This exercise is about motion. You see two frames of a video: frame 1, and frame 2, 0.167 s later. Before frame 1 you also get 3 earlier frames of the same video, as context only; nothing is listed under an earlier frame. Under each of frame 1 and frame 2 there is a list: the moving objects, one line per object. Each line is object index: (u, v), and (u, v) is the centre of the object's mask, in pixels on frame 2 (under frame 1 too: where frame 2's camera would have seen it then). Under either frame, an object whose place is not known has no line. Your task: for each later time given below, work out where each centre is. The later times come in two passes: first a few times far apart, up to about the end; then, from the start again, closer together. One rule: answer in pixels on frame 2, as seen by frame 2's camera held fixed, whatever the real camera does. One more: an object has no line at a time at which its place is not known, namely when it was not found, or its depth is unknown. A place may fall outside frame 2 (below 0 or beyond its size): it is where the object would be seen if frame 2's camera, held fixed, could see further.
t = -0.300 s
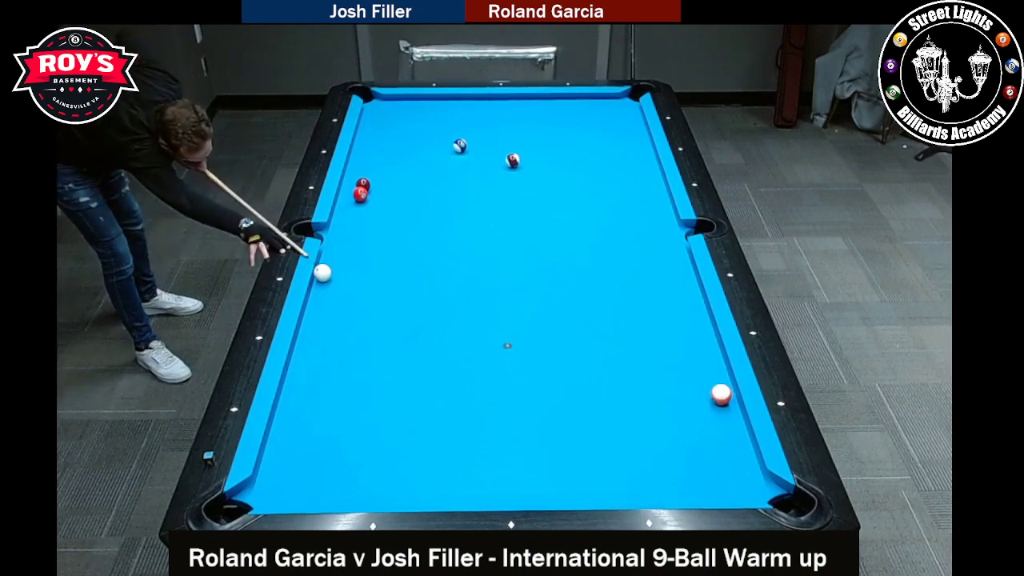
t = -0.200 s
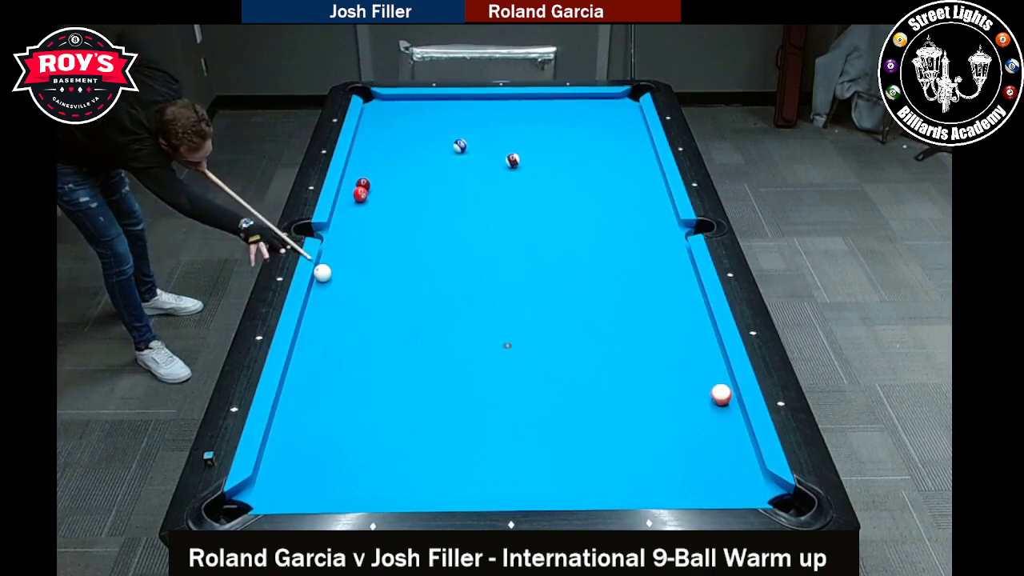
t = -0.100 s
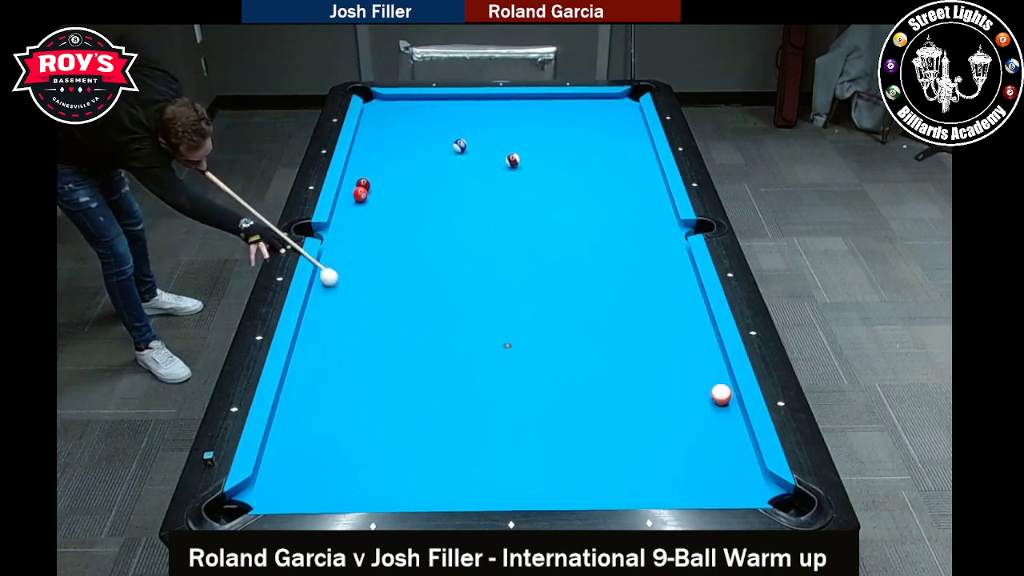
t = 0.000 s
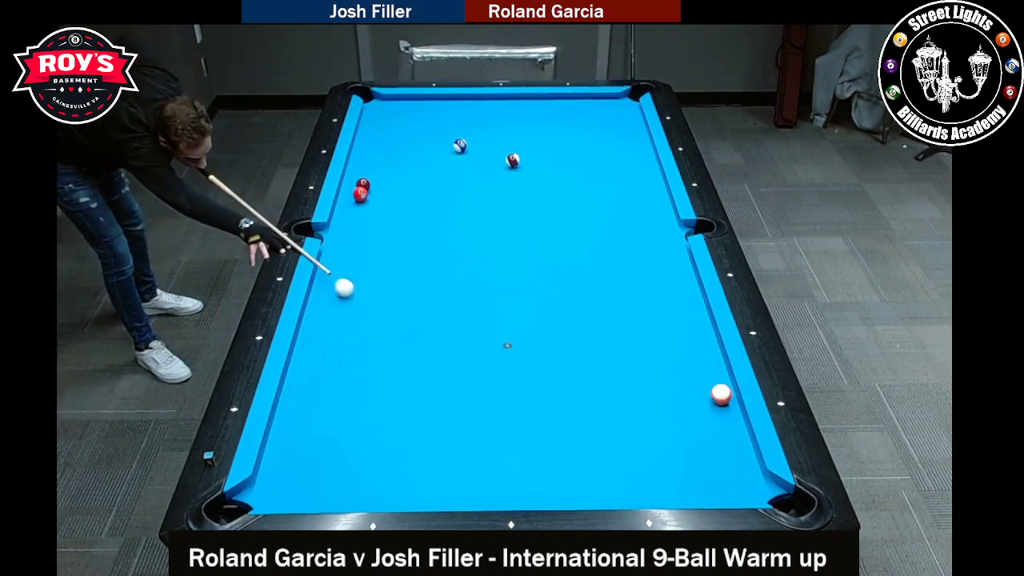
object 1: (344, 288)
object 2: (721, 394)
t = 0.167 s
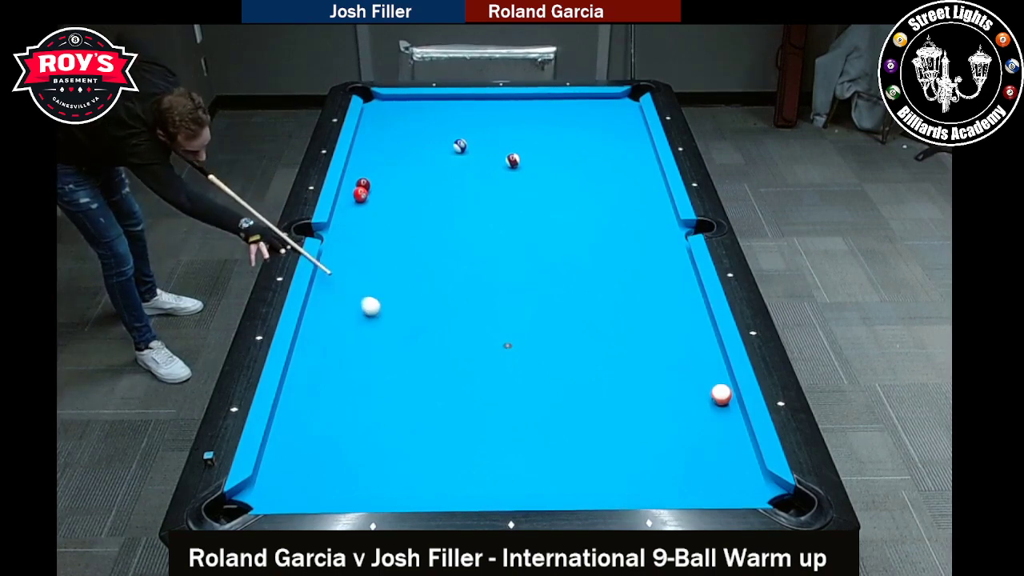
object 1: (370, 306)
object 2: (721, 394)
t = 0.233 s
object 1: (381, 314)
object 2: (721, 394)
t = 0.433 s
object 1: (414, 337)
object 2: (721, 394)
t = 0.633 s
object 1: (450, 362)
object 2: (721, 394)
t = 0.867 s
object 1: (494, 393)
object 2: (721, 394)
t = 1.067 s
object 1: (533, 421)
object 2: (721, 394)
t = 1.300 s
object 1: (582, 455)
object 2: (721, 394)
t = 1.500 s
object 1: (626, 484)
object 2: (721, 394)
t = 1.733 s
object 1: (656, 469)
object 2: (721, 394)
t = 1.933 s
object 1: (678, 452)
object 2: (721, 394)
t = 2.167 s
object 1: (701, 435)
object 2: (721, 394)
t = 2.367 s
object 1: (719, 421)
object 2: (721, 394)
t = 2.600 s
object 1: (731, 408)
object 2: (720, 392)
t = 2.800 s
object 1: (724, 407)
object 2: (715, 385)
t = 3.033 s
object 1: (716, 406)
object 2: (710, 378)
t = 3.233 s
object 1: (711, 406)
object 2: (706, 373)
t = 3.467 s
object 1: (706, 406)
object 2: (703, 368)
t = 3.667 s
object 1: (704, 406)
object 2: (701, 364)
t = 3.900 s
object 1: (703, 406)
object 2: (700, 361)
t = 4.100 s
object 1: (703, 406)
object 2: (699, 359)
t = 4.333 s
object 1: (703, 406)
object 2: (699, 358)
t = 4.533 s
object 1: (703, 406)
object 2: (700, 358)
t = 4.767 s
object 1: (703, 406)
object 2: (699, 358)
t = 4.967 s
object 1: (703, 406)
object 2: (700, 358)
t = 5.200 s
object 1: (703, 406)
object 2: (700, 358)
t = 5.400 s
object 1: (703, 406)
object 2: (700, 358)
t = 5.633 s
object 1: (703, 406)
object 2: (699, 358)
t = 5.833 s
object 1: (703, 406)
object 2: (700, 358)
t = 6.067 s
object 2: (700, 358)
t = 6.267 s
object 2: (700, 358)
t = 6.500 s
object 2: (700, 358)
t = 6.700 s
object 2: (700, 358)
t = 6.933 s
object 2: (700, 358)
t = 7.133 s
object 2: (700, 358)
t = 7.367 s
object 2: (700, 358)
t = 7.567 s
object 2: (700, 358)
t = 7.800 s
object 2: (700, 358)
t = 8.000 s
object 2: (700, 358)
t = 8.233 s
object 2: (700, 358)
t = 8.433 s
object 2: (700, 358)
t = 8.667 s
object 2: (700, 358)
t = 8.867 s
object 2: (700, 358)
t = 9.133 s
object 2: (700, 358)
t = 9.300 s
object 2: (700, 358)
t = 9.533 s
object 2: (700, 358)
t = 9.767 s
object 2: (700, 358)
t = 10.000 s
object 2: (700, 358)
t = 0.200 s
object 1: (376, 310)
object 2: (721, 394)
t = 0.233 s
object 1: (381, 314)
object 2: (721, 394)
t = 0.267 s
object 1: (386, 318)
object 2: (721, 394)
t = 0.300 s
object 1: (392, 322)
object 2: (721, 394)
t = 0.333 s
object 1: (398, 325)
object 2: (721, 394)
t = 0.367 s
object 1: (403, 329)
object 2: (721, 394)
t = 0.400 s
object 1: (409, 333)
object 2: (721, 394)
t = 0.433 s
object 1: (414, 337)
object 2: (721, 394)
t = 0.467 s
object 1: (421, 341)
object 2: (721, 394)
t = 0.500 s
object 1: (426, 345)
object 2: (721, 394)
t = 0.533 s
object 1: (432, 349)
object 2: (721, 394)
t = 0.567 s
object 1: (438, 354)
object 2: (721, 394)
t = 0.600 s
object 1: (444, 358)
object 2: (721, 394)
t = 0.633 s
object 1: (450, 362)
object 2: (721, 394)
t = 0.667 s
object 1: (456, 366)
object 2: (721, 394)
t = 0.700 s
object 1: (462, 371)
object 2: (721, 394)
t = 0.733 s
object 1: (468, 375)
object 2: (721, 394)
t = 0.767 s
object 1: (474, 379)
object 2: (721, 394)
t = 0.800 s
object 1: (481, 384)
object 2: (721, 394)
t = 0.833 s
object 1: (487, 388)
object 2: (721, 394)
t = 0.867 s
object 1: (494, 393)
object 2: (721, 394)
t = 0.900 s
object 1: (500, 397)
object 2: (721, 394)
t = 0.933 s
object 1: (506, 402)
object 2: (721, 394)
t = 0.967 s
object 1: (513, 406)
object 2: (721, 394)
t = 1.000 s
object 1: (520, 411)
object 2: (721, 394)
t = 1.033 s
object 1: (526, 416)
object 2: (721, 394)
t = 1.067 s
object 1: (533, 421)
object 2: (721, 394)
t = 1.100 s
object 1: (540, 425)
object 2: (721, 394)
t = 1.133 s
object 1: (547, 430)
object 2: (721, 394)
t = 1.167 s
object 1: (553, 435)
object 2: (721, 394)
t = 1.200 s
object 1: (561, 440)
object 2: (721, 394)
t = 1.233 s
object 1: (568, 445)
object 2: (721, 394)
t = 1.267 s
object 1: (574, 450)
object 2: (721, 394)
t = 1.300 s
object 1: (582, 455)
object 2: (721, 394)
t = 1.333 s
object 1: (589, 460)
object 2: (721, 394)
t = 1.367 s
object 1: (596, 465)
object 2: (721, 394)
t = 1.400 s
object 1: (604, 470)
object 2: (721, 394)
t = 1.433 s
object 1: (611, 475)
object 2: (721, 394)
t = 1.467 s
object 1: (619, 481)
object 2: (721, 394)
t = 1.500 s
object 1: (626, 484)
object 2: (721, 394)
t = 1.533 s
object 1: (632, 485)
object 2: (721, 394)
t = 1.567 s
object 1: (636, 482)
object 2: (721, 394)
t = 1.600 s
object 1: (640, 481)
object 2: (721, 394)
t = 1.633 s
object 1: (644, 478)
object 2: (721, 394)
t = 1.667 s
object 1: (648, 475)
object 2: (721, 394)
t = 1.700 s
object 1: (652, 472)
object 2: (721, 394)
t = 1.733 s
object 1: (656, 469)
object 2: (721, 394)
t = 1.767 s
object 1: (660, 466)
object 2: (721, 394)
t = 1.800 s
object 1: (663, 463)
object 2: (721, 394)
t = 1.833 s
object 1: (667, 460)
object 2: (721, 394)
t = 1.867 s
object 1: (670, 458)
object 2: (721, 394)
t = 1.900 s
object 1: (674, 455)
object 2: (721, 394)
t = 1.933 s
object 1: (678, 452)
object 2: (721, 394)
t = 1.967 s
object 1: (681, 450)
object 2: (721, 394)
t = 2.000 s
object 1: (684, 447)
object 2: (721, 394)
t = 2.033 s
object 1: (688, 444)
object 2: (721, 394)
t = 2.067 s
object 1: (691, 442)
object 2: (721, 394)
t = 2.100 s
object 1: (695, 439)
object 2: (721, 394)
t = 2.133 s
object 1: (698, 437)
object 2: (721, 394)
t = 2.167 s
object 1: (701, 435)
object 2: (721, 394)
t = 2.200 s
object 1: (704, 432)
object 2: (721, 394)
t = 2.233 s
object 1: (707, 430)
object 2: (721, 394)
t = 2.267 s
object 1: (710, 428)
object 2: (721, 394)
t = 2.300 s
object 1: (713, 425)
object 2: (721, 394)
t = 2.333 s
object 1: (716, 423)
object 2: (721, 394)
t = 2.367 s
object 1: (719, 421)
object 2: (721, 394)
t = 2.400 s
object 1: (722, 418)
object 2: (721, 394)
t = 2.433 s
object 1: (725, 416)
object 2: (721, 394)
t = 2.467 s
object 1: (728, 414)
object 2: (721, 394)
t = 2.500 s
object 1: (731, 412)
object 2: (721, 394)
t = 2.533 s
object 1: (734, 410)
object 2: (721, 394)
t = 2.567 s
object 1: (733, 408)
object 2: (721, 393)
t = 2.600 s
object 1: (731, 408)
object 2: (720, 392)
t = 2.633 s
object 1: (730, 408)
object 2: (719, 391)
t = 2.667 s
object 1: (729, 407)
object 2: (718, 389)
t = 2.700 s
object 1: (727, 407)
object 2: (717, 388)
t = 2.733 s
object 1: (726, 407)
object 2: (717, 388)
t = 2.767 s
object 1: (725, 407)
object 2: (716, 387)
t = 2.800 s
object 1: (724, 407)
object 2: (715, 385)
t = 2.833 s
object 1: (722, 407)
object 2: (714, 384)
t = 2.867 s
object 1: (721, 407)
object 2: (713, 383)
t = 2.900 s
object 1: (720, 407)
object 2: (713, 382)
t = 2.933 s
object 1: (719, 407)
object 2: (712, 381)
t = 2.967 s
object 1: (718, 407)
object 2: (711, 380)
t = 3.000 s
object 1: (717, 407)
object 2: (711, 379)
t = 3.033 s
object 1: (716, 406)
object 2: (710, 378)
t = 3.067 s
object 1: (715, 406)
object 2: (709, 377)
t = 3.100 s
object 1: (714, 406)
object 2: (708, 377)
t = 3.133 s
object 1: (713, 406)
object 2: (708, 375)
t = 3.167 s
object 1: (712, 406)
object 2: (707, 375)
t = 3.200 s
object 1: (712, 406)
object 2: (707, 374)
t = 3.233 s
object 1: (711, 406)
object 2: (706, 373)
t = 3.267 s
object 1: (710, 406)
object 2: (706, 372)
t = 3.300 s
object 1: (709, 406)
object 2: (705, 371)
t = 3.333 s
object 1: (709, 406)
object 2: (705, 371)
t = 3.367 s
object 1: (708, 406)
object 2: (704, 370)
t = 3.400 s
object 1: (708, 406)
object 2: (704, 369)
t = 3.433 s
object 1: (707, 406)
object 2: (703, 368)
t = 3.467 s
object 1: (706, 406)
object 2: (703, 368)
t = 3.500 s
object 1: (706, 406)
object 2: (703, 367)
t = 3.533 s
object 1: (706, 406)
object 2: (702, 366)
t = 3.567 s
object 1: (705, 406)
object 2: (702, 366)
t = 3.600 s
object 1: (705, 406)
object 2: (702, 365)
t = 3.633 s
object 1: (705, 406)
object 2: (701, 365)
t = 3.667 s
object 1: (704, 406)
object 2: (701, 364)
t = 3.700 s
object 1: (704, 406)
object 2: (701, 364)
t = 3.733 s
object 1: (704, 406)
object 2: (701, 363)
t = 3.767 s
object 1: (704, 406)
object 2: (701, 363)
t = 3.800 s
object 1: (704, 406)
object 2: (700, 362)
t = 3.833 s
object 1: (703, 406)
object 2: (700, 362)
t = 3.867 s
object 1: (703, 406)
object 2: (700, 362)
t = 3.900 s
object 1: (703, 406)
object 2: (700, 361)
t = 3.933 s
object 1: (703, 406)
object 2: (700, 361)
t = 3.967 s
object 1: (703, 406)
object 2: (700, 361)
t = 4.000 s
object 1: (703, 406)
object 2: (700, 360)
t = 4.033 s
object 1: (703, 406)
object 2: (699, 360)
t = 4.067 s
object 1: (703, 406)
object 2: (699, 360)
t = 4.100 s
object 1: (703, 406)
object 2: (699, 359)
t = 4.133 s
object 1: (703, 406)
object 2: (699, 359)
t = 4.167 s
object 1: (703, 406)
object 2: (699, 359)
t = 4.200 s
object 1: (703, 406)
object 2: (699, 359)
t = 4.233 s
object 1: (703, 406)
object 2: (699, 359)
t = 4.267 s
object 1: (703, 406)
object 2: (699, 359)
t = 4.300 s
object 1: (703, 406)
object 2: (699, 358)
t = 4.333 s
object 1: (703, 406)
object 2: (699, 358)
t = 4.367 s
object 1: (703, 406)
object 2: (699, 358)
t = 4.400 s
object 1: (703, 406)
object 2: (699, 358)
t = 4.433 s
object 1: (703, 406)
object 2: (700, 358)
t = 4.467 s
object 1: (703, 406)
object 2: (699, 358)
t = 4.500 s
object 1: (703, 406)
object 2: (700, 358)
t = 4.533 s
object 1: (703, 406)
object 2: (700, 358)
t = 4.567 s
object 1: (703, 406)
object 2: (700, 358)
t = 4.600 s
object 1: (703, 406)
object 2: (700, 358)
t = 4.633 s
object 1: (703, 406)
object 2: (700, 358)
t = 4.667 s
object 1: (703, 406)
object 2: (700, 358)
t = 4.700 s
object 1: (703, 406)
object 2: (700, 358)
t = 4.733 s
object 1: (703, 406)
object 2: (700, 358)
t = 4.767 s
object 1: (703, 406)
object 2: (699, 358)
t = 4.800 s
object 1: (703, 406)
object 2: (700, 358)
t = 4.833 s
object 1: (703, 406)
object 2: (699, 358)
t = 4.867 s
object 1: (703, 406)
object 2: (700, 358)
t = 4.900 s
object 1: (703, 406)
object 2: (700, 358)
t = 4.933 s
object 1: (703, 406)
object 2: (700, 358)
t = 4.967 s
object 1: (703, 406)
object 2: (700, 358)
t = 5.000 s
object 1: (703, 406)
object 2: (699, 358)
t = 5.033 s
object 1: (703, 406)
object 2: (700, 358)
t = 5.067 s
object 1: (703, 406)
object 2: (700, 358)
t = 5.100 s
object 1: (703, 406)
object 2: (700, 358)
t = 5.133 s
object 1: (703, 406)
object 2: (700, 358)
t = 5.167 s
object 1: (703, 406)
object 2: (699, 358)
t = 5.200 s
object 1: (703, 406)
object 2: (700, 358)
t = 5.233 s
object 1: (703, 406)
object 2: (699, 358)
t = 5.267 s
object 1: (703, 406)
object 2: (700, 358)
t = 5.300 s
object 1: (703, 406)
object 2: (700, 358)
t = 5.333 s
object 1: (703, 406)
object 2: (700, 358)
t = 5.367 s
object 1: (703, 406)
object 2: (700, 358)
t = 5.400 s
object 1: (703, 406)
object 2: (700, 358)
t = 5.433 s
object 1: (703, 406)
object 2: (700, 358)
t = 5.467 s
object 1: (703, 406)
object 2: (700, 358)
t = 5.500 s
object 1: (703, 406)
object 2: (700, 358)
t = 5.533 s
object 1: (703, 406)
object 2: (699, 358)
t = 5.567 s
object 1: (703, 406)
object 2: (700, 358)
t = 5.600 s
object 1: (703, 406)
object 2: (700, 358)
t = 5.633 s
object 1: (703, 406)
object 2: (699, 358)
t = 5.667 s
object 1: (703, 406)
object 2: (700, 358)
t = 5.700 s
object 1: (703, 406)
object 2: (700, 358)
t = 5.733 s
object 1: (703, 406)
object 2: (700, 358)
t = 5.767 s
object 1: (703, 406)
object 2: (699, 358)
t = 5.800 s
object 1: (703, 406)
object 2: (700, 358)
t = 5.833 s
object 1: (703, 406)
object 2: (700, 358)
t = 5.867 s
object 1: (703, 406)
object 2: (699, 358)
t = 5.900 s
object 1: (703, 406)
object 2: (700, 358)
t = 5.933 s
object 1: (703, 406)
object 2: (700, 358)
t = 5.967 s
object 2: (700, 358)
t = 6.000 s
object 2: (699, 358)
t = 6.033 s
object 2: (699, 358)
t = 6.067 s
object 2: (700, 358)
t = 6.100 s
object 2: (700, 358)
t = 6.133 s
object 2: (700, 358)
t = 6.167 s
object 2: (700, 358)
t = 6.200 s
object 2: (700, 358)
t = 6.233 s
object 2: (700, 358)
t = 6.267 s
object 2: (700, 358)
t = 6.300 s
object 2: (699, 358)
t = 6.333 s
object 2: (699, 358)
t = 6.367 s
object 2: (700, 358)
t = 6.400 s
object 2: (700, 358)
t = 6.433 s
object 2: (700, 358)
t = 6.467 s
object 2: (699, 358)
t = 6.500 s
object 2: (700, 358)
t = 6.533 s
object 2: (700, 358)
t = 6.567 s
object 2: (700, 358)
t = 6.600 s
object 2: (699, 358)
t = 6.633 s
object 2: (700, 358)
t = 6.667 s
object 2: (700, 358)
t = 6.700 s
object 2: (700, 358)
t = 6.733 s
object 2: (700, 358)
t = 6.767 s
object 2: (700, 358)
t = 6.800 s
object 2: (700, 358)
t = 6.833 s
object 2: (700, 358)
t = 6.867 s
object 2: (700, 358)
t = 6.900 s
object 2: (700, 358)
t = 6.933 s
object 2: (700, 358)
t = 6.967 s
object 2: (700, 358)
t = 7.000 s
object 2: (700, 358)
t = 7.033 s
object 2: (700, 358)
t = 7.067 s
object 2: (700, 358)
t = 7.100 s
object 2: (700, 358)
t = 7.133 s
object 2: (700, 358)
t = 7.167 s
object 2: (700, 358)
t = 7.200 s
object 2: (700, 358)
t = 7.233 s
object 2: (700, 358)
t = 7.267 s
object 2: (700, 358)
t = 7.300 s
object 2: (700, 358)
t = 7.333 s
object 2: (700, 358)
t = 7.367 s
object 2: (700, 358)
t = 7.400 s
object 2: (700, 358)
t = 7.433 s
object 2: (700, 358)
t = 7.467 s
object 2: (700, 358)
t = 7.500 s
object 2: (700, 358)
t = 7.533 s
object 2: (700, 358)
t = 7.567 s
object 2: (700, 358)
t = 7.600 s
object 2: (700, 358)
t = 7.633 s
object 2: (700, 358)
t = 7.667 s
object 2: (700, 358)
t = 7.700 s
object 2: (700, 358)
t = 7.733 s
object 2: (700, 358)
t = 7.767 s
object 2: (700, 358)
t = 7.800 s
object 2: (700, 358)
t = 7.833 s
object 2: (700, 358)
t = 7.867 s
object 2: (700, 358)
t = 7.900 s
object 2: (700, 358)
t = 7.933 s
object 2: (700, 358)
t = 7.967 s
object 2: (700, 358)
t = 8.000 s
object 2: (700, 358)
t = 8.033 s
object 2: (700, 358)
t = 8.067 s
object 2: (700, 358)
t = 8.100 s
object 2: (700, 358)
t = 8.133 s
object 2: (700, 358)
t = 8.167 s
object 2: (700, 358)
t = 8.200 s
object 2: (700, 358)
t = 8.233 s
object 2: (700, 358)
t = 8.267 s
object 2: (700, 358)
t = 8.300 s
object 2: (700, 358)
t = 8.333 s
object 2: (700, 358)
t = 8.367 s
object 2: (700, 358)
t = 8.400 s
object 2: (700, 358)
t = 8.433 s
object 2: (700, 358)
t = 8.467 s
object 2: (700, 358)
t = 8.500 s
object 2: (700, 358)
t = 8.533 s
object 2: (700, 358)
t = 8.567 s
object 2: (700, 358)
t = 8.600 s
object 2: (700, 358)
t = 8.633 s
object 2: (700, 358)
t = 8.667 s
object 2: (700, 358)
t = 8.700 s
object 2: (700, 358)
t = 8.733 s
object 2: (700, 358)
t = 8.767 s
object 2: (700, 358)
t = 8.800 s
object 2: (700, 358)
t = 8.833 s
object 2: (700, 358)
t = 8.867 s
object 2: (700, 358)
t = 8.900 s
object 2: (700, 358)
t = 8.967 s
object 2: (700, 358)
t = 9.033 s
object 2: (700, 358)
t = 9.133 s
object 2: (700, 358)
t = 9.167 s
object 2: (700, 358)
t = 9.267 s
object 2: (700, 358)
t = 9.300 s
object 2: (700, 358)
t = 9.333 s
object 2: (700, 358)
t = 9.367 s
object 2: (700, 358)
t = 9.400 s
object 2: (700, 358)
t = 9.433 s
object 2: (700, 358)
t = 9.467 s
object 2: (700, 358)
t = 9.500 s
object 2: (700, 358)
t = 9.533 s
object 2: (700, 358)
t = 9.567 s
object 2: (700, 358)
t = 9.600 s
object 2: (700, 358)
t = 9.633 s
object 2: (700, 358)
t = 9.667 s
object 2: (700, 358)
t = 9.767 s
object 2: (700, 358)
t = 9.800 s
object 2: (700, 358)
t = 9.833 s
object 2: (700, 358)
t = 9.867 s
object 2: (700, 358)
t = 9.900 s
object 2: (700, 358)
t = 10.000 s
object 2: (700, 358)
